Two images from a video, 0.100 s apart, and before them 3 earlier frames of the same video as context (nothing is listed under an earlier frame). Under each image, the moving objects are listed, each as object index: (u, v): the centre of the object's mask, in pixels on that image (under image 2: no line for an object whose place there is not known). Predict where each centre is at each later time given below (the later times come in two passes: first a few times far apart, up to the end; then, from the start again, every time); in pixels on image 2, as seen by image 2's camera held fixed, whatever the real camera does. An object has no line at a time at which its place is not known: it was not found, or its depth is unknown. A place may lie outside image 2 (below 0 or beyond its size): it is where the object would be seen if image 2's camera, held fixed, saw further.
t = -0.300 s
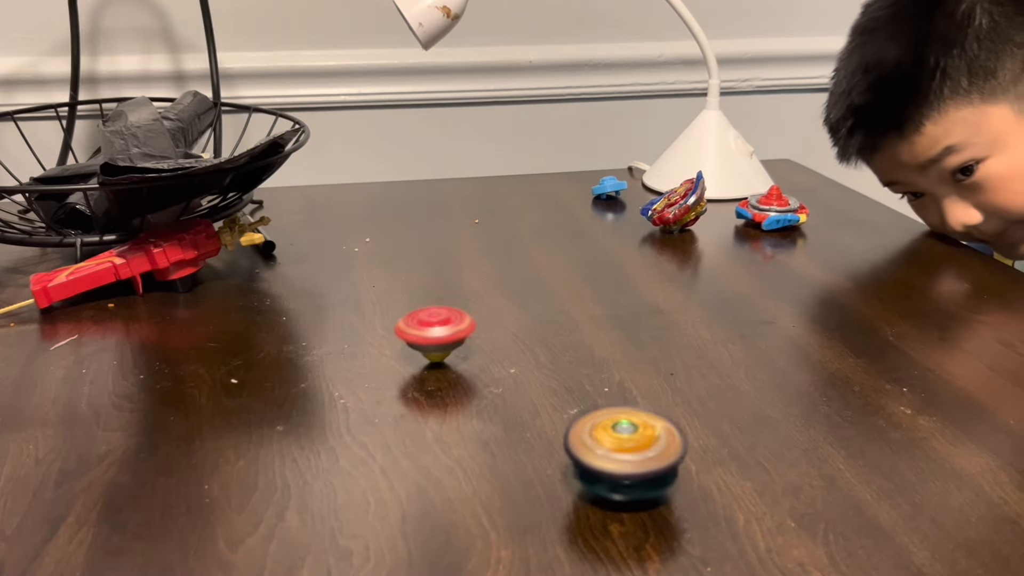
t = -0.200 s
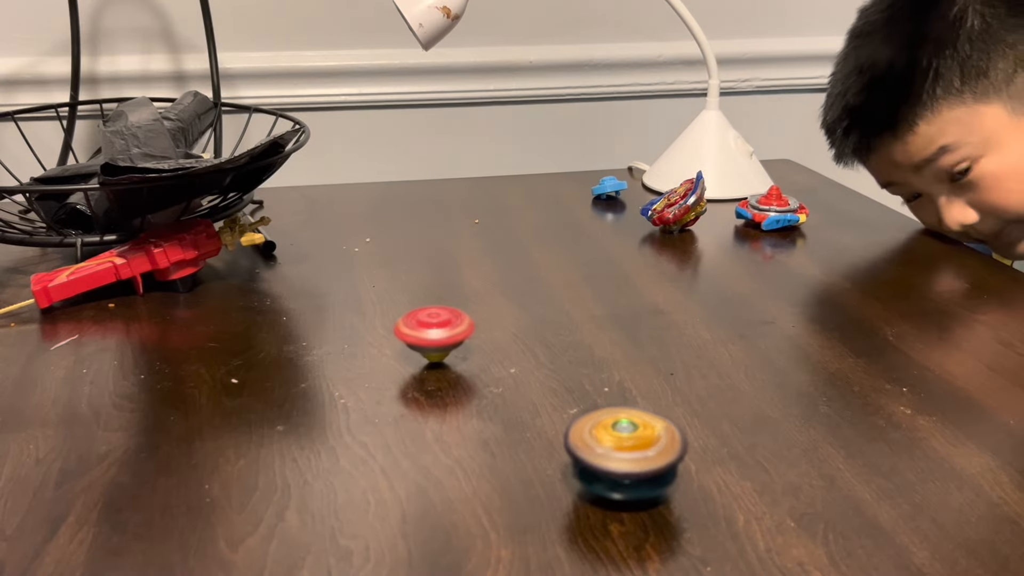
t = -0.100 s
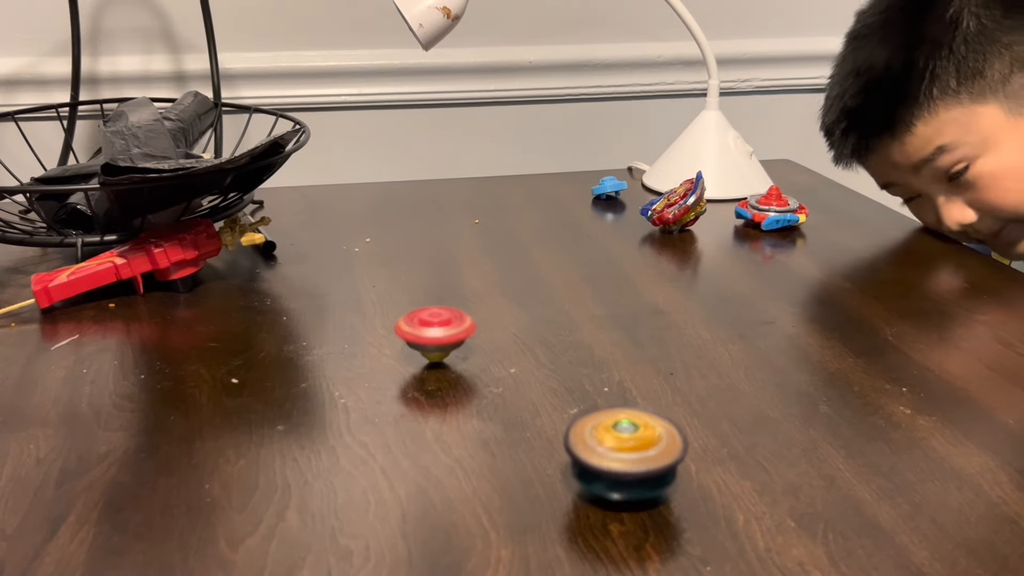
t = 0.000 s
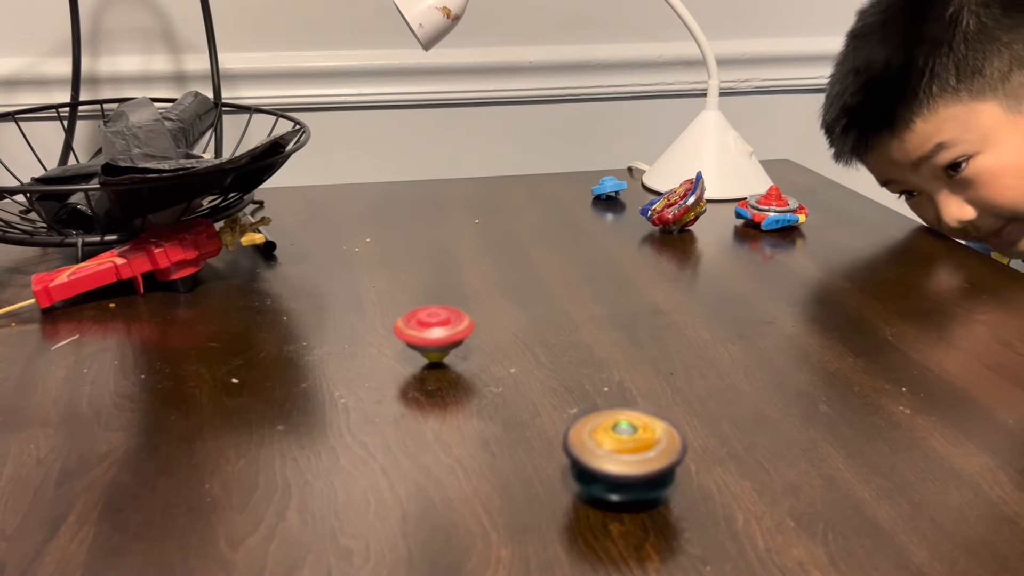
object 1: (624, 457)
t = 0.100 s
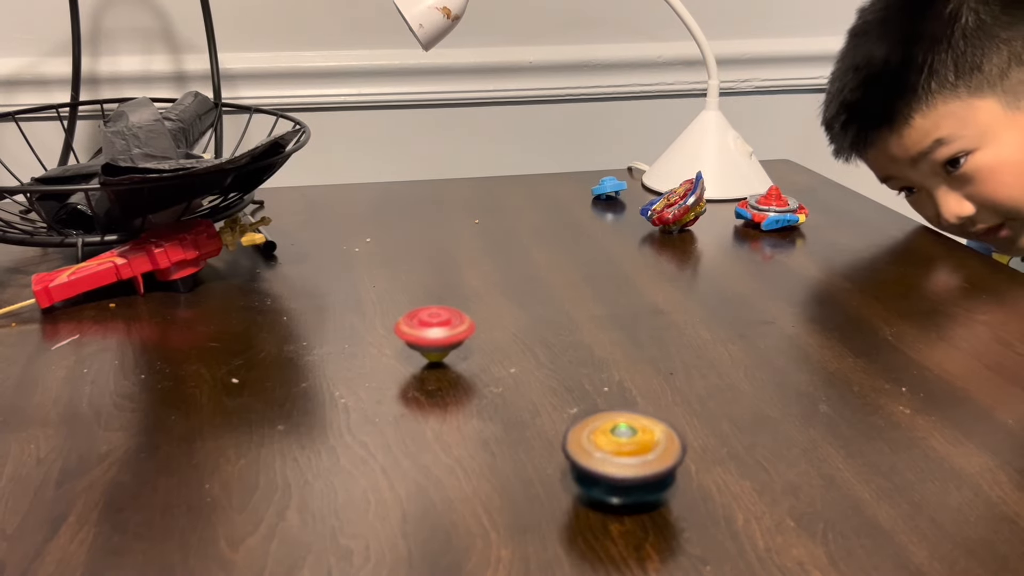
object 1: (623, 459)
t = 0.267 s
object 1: (624, 462)
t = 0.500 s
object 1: (626, 463)
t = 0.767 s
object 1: (635, 467)
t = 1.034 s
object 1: (644, 470)
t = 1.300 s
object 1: (656, 472)
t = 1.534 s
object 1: (666, 475)
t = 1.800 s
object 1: (673, 478)
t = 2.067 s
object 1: (682, 481)
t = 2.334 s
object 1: (694, 484)
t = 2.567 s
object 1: (705, 487)
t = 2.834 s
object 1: (716, 492)
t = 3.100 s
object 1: (727, 496)
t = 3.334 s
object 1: (739, 499)
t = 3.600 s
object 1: (751, 504)
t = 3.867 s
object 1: (766, 509)
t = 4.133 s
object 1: (780, 513)
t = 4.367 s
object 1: (791, 518)
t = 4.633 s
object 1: (802, 522)
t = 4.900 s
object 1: (816, 527)
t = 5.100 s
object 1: (827, 528)
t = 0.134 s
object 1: (624, 460)
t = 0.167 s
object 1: (625, 460)
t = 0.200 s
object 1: (624, 461)
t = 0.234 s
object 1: (624, 462)
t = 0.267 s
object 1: (624, 462)
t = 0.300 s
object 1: (624, 462)
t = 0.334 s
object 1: (624, 462)
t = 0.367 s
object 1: (624, 462)
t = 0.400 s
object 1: (624, 462)
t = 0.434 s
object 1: (625, 462)
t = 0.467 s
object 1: (625, 463)
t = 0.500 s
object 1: (626, 463)
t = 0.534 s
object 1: (627, 464)
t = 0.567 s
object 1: (628, 465)
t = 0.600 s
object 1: (629, 465)
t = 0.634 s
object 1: (630, 466)
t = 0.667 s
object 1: (631, 466)
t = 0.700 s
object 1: (632, 467)
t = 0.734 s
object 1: (633, 466)
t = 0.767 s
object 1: (635, 467)
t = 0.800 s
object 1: (635, 468)
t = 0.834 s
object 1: (637, 468)
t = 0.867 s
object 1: (638, 468)
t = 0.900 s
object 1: (640, 468)
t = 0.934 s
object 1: (641, 468)
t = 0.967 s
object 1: (642, 469)
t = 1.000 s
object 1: (643, 469)
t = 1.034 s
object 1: (644, 470)
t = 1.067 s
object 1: (646, 470)
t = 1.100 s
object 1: (647, 471)
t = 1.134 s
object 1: (649, 470)
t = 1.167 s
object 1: (650, 471)
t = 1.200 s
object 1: (652, 471)
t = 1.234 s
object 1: (653, 471)
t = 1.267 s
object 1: (654, 472)
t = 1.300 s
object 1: (656, 472)
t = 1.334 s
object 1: (658, 473)
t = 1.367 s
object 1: (659, 473)
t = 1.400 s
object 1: (661, 473)
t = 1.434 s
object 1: (662, 474)
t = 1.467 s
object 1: (663, 474)
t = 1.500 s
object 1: (664, 475)
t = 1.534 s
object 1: (666, 475)
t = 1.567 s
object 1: (667, 476)
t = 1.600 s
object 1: (667, 477)
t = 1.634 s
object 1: (669, 477)
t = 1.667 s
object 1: (669, 478)
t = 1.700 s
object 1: (670, 478)
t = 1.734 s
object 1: (671, 478)
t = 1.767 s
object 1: (672, 478)
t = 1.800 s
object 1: (673, 478)
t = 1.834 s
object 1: (674, 479)
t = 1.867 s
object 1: (675, 479)
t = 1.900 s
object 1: (676, 480)
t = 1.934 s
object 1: (678, 480)
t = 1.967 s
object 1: (679, 481)
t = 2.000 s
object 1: (680, 480)
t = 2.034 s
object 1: (681, 481)
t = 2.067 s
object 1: (682, 481)
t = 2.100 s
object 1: (684, 481)
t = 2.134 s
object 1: (685, 482)
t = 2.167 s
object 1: (686, 482)
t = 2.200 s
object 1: (688, 482)
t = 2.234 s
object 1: (689, 483)
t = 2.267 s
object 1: (691, 483)
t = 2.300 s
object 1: (692, 484)
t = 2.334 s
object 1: (694, 484)
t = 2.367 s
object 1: (696, 485)
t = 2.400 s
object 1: (697, 484)
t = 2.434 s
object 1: (698, 486)
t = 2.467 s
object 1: (700, 486)
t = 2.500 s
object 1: (701, 486)
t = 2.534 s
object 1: (703, 487)
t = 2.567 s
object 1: (705, 487)
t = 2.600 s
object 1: (706, 488)
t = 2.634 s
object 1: (708, 488)
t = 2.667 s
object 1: (709, 489)
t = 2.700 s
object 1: (710, 489)
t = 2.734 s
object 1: (712, 491)
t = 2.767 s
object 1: (713, 491)
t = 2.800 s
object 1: (716, 491)
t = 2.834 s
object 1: (716, 492)
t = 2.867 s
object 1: (718, 492)
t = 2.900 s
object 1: (719, 494)
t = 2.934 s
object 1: (720, 494)
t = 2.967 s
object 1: (722, 494)
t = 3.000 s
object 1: (723, 494)
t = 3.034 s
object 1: (724, 495)
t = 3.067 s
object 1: (725, 496)
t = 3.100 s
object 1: (727, 496)
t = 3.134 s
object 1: (728, 496)
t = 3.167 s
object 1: (730, 497)
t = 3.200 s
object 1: (731, 497)
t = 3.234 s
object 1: (732, 497)
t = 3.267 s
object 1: (734, 498)
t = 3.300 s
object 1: (736, 498)
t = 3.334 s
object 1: (739, 499)
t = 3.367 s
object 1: (739, 500)
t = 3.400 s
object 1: (741, 500)
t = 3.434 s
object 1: (743, 502)
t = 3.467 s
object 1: (745, 501)
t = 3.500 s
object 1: (746, 502)
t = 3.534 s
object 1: (748, 503)
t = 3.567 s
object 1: (750, 503)
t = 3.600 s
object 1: (751, 504)
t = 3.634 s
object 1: (754, 504)
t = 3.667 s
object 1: (755, 504)
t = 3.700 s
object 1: (757, 505)
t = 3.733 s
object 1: (758, 505)
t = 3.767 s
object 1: (760, 506)
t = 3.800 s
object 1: (762, 507)
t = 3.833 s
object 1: (764, 507)
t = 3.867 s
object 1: (766, 509)
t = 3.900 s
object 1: (767, 508)
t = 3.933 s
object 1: (769, 509)
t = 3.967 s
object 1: (770, 509)
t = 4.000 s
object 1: (772, 510)
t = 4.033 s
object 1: (774, 510)
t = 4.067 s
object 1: (776, 511)
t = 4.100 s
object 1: (778, 513)
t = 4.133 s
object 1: (780, 513)
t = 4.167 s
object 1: (781, 514)
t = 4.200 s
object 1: (783, 514)
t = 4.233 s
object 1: (785, 515)
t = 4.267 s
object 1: (787, 516)
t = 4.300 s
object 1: (788, 517)
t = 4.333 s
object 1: (789, 518)
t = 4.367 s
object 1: (791, 518)
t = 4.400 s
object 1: (791, 520)
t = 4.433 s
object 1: (794, 520)
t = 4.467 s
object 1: (794, 521)
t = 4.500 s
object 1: (796, 521)
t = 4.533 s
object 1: (797, 521)
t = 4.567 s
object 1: (799, 522)
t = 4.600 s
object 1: (800, 522)
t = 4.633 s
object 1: (802, 522)
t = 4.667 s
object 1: (804, 523)
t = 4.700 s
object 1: (805, 523)
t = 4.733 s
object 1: (807, 524)
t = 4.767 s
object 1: (809, 524)
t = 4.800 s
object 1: (811, 525)
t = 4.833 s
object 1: (813, 526)
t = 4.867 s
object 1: (815, 526)
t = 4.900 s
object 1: (816, 527)
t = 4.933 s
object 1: (818, 527)
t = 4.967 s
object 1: (820, 527)
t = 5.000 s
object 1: (822, 528)
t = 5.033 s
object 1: (823, 528)
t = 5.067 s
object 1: (825, 528)
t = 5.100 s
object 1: (827, 528)
